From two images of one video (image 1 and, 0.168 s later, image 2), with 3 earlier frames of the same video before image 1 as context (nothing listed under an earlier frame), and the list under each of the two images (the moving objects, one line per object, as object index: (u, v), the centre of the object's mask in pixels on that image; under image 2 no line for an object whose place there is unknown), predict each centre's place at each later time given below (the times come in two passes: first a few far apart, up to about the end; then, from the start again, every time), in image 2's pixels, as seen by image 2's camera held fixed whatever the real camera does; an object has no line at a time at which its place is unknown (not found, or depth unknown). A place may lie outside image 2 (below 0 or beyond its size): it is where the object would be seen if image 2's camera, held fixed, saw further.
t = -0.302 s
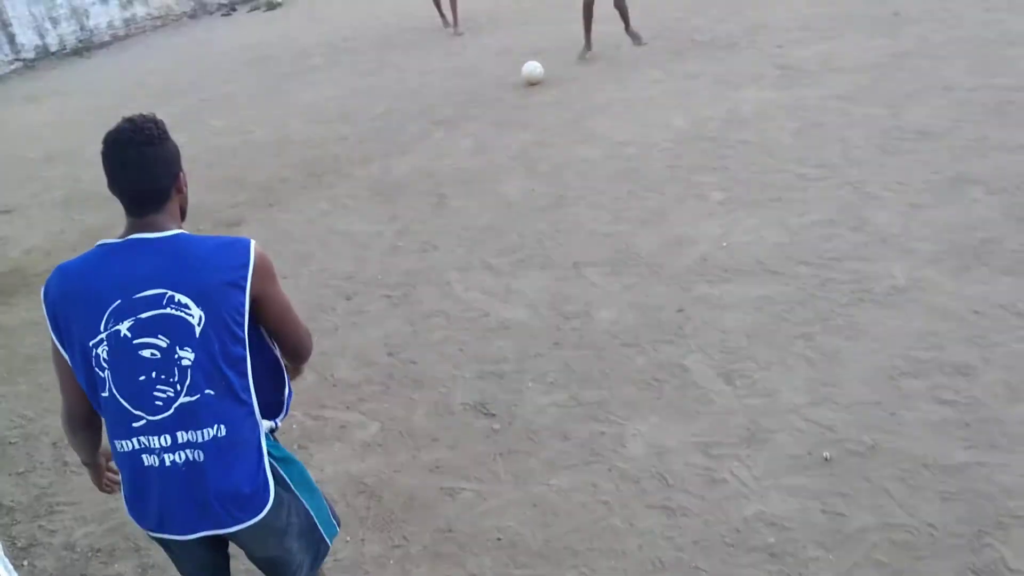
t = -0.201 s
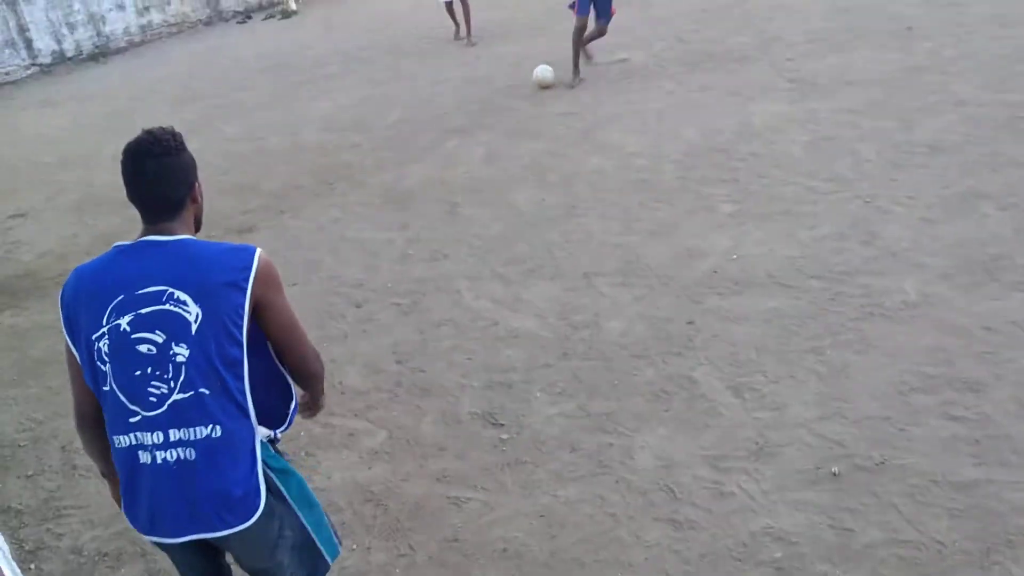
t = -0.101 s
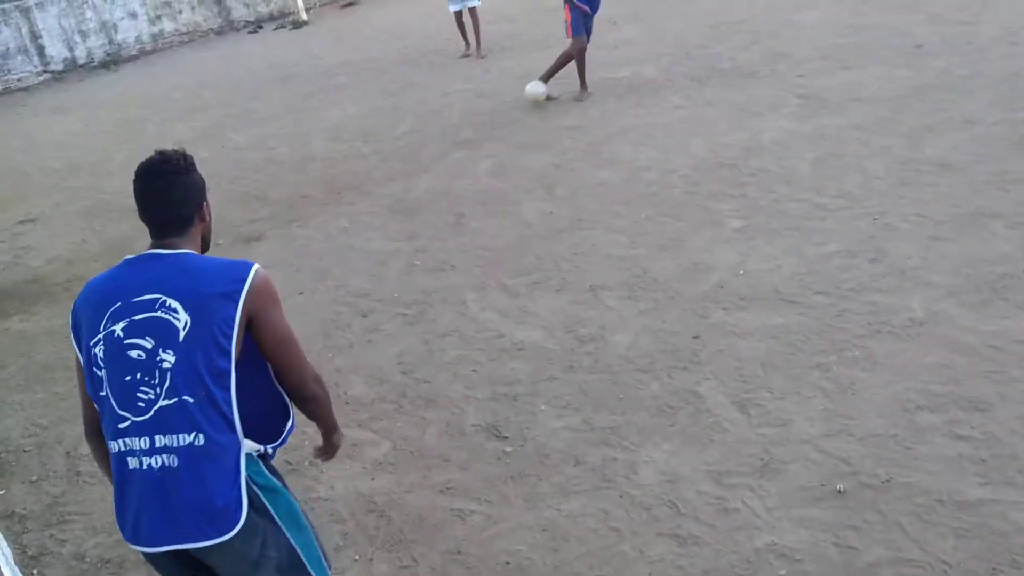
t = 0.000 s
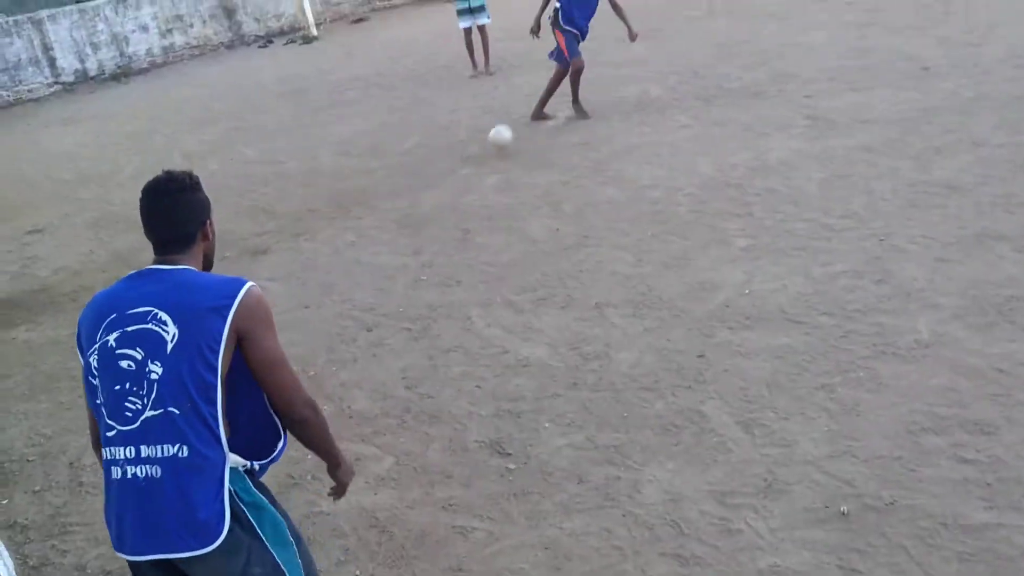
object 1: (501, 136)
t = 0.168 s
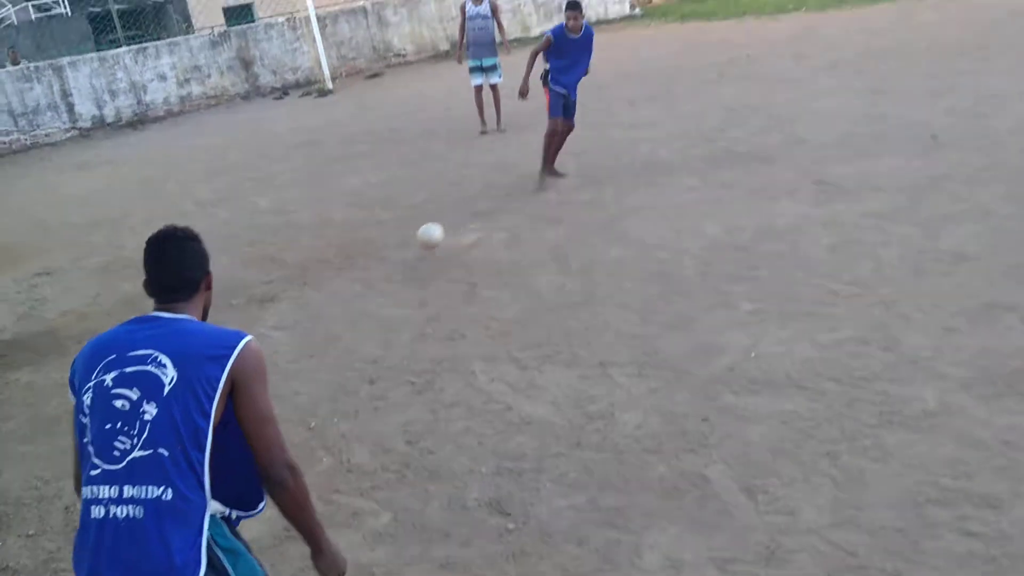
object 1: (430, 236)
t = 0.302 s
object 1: (359, 280)
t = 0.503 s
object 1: (243, 348)
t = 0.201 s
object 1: (414, 244)
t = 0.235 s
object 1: (395, 253)
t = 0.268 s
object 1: (377, 265)
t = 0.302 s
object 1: (359, 280)
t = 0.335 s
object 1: (338, 300)
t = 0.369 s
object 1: (321, 310)
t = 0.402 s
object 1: (302, 314)
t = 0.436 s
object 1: (282, 322)
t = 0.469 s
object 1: (262, 335)
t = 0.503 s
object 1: (243, 348)
